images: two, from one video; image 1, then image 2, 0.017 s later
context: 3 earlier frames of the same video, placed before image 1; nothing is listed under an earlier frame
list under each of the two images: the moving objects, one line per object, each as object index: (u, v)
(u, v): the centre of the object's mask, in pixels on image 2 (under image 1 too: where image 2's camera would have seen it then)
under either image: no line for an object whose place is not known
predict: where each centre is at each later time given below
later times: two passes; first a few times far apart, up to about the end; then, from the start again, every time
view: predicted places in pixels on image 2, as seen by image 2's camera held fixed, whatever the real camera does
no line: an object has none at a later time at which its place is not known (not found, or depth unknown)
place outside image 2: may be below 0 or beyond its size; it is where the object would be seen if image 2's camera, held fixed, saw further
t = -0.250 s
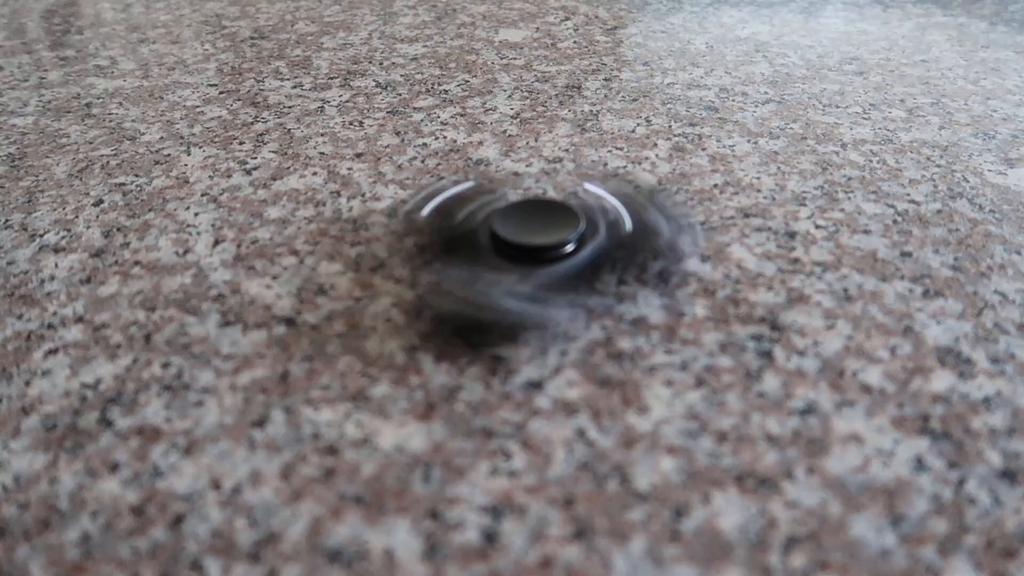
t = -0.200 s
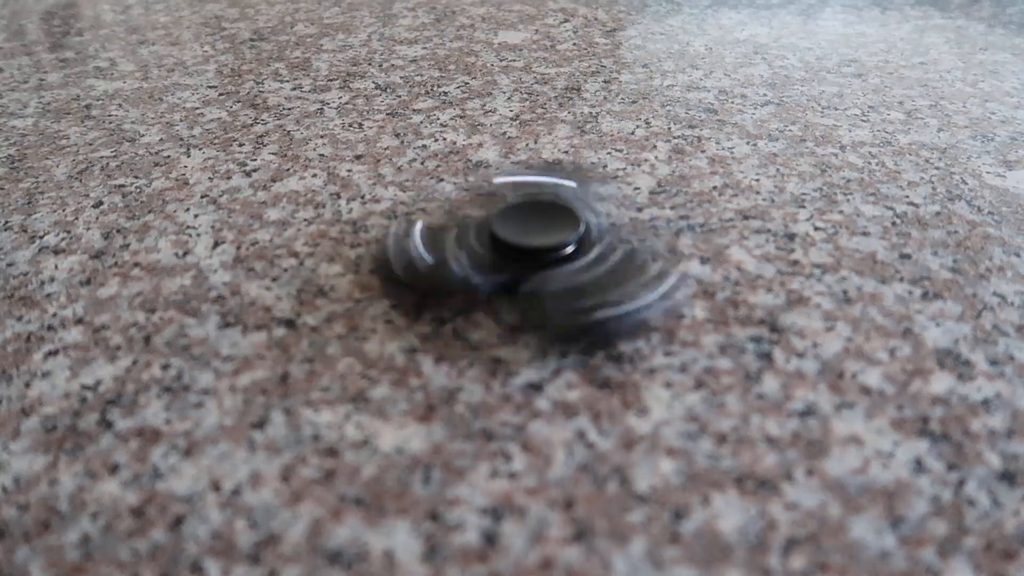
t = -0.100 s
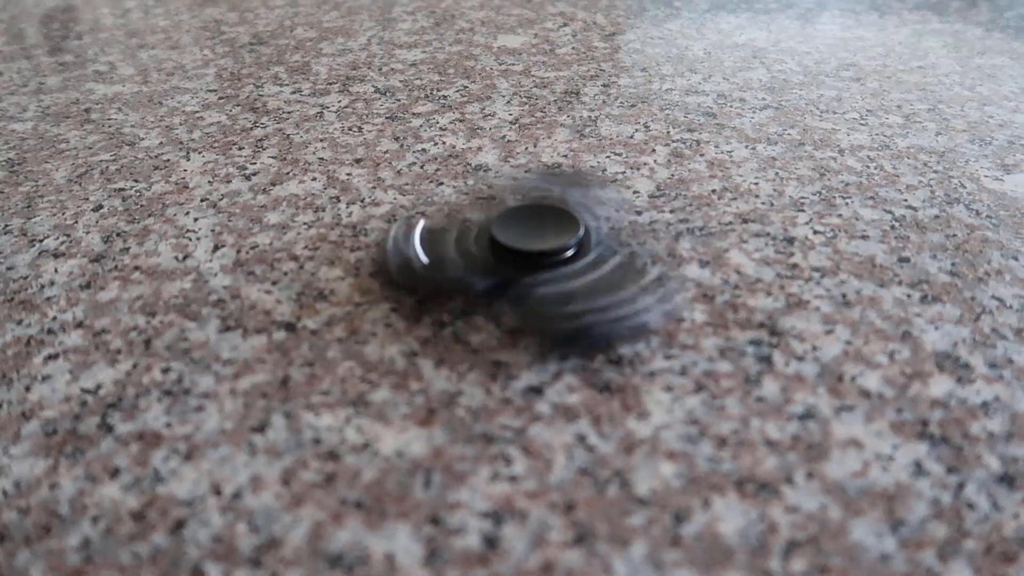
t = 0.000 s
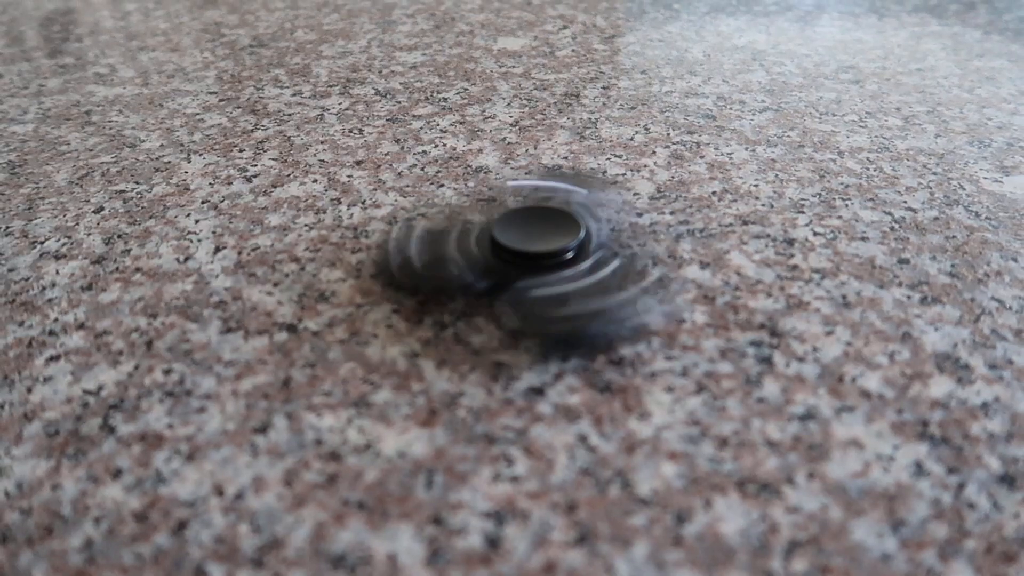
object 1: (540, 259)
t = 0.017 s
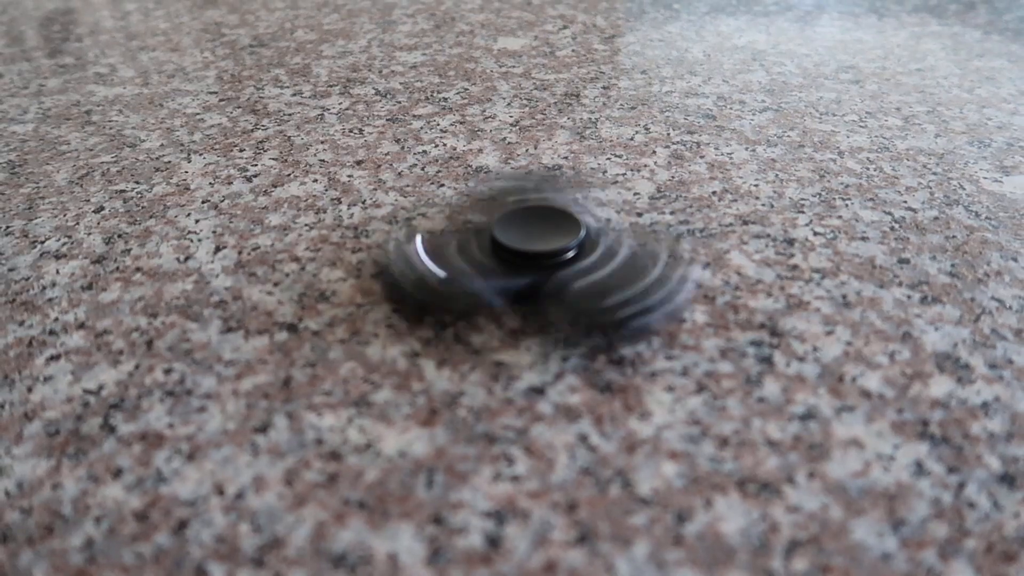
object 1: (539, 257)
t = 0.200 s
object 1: (540, 260)
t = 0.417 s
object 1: (545, 257)
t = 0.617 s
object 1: (535, 252)
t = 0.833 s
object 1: (538, 259)
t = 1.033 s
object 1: (545, 259)
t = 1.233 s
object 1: (531, 250)
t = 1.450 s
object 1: (541, 257)
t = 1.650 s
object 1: (540, 259)
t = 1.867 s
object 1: (530, 258)
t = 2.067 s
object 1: (529, 253)
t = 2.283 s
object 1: (534, 253)
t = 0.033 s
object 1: (536, 256)
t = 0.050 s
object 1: (537, 254)
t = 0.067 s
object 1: (537, 252)
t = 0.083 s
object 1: (528, 253)
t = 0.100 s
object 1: (542, 259)
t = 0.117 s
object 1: (539, 260)
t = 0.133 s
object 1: (541, 258)
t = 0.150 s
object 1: (539, 255)
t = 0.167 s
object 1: (535, 256)
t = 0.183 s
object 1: (537, 258)
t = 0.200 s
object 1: (540, 260)
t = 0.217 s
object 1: (544, 259)
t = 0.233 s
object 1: (538, 255)
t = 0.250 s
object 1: (539, 255)
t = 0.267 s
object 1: (540, 256)
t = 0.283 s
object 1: (541, 259)
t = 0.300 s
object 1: (539, 260)
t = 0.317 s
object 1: (546, 259)
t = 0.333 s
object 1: (536, 254)
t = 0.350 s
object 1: (538, 257)
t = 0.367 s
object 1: (539, 257)
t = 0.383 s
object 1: (540, 259)
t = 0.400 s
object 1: (544, 257)
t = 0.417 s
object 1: (545, 257)
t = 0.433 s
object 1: (535, 253)
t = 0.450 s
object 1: (533, 256)
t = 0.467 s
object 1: (541, 258)
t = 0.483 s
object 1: (536, 258)
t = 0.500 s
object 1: (539, 257)
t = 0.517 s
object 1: (543, 255)
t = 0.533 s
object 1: (536, 254)
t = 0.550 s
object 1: (532, 256)
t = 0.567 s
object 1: (542, 259)
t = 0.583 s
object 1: (539, 262)
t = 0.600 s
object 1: (541, 257)
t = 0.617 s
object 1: (535, 252)
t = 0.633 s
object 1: (533, 256)
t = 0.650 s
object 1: (543, 258)
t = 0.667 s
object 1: (536, 259)
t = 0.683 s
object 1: (536, 259)
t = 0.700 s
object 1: (545, 256)
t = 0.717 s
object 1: (534, 254)
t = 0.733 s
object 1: (533, 257)
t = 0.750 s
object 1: (539, 258)
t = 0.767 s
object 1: (540, 259)
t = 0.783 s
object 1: (544, 258)
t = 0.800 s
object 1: (536, 253)
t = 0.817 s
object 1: (534, 256)
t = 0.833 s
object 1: (538, 259)
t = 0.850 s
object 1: (536, 262)
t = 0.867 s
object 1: (543, 259)
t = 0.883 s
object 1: (537, 252)
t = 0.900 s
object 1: (536, 252)
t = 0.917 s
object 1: (538, 259)
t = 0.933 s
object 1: (539, 260)
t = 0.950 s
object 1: (539, 257)
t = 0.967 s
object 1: (537, 254)
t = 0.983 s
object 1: (531, 254)
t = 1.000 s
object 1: (540, 260)
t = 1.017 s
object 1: (543, 258)
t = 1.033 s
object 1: (545, 259)
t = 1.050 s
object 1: (536, 253)
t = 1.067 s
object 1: (534, 253)
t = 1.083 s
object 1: (538, 259)
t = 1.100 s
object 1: (535, 258)
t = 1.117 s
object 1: (542, 258)
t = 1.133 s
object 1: (536, 253)
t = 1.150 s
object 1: (535, 254)
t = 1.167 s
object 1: (524, 257)
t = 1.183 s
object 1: (539, 258)
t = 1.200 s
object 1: (542, 259)
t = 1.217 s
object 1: (538, 254)
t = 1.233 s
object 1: (531, 250)
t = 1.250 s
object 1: (538, 259)
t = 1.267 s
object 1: (538, 260)
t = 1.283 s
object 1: (537, 257)
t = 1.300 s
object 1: (536, 252)
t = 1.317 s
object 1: (535, 251)
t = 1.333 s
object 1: (525, 260)
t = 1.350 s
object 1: (539, 260)
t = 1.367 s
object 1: (542, 259)
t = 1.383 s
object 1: (534, 252)
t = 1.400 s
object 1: (531, 254)
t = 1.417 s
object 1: (538, 260)
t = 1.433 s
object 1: (538, 260)
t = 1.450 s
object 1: (541, 257)
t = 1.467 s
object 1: (530, 258)
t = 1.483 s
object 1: (533, 259)
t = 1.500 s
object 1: (538, 259)
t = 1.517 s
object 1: (542, 261)
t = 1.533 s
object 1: (538, 257)
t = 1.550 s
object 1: (528, 258)
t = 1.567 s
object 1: (529, 254)
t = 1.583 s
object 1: (535, 258)
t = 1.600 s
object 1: (535, 259)
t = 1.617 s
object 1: (537, 259)
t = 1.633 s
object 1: (530, 258)
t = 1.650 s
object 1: (540, 259)
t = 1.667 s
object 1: (536, 260)
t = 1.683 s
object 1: (539, 258)
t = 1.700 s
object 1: (532, 259)
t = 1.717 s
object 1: (537, 259)
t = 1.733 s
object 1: (536, 260)
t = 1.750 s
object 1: (536, 258)
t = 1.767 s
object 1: (537, 255)
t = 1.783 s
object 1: (529, 255)
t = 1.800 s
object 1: (538, 258)
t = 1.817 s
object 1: (534, 261)
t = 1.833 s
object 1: (537, 257)
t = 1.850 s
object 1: (533, 257)
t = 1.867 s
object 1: (530, 258)
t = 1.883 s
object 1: (542, 259)
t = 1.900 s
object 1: (538, 259)
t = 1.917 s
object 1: (538, 253)
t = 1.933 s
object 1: (525, 258)
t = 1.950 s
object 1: (536, 259)
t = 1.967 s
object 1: (535, 258)
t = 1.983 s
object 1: (535, 255)
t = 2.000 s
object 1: (529, 256)
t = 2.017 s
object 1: (529, 259)
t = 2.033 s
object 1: (536, 263)
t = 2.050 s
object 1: (539, 259)
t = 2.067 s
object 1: (529, 253)
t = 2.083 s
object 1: (529, 254)
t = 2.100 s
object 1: (533, 258)
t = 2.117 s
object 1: (537, 259)
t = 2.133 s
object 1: (536, 256)
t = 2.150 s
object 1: (531, 257)
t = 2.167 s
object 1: (535, 262)
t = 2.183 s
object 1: (535, 262)
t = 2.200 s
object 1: (541, 259)
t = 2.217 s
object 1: (529, 259)
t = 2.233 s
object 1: (536, 260)
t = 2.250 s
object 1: (538, 261)
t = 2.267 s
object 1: (541, 258)
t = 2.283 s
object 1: (534, 253)
